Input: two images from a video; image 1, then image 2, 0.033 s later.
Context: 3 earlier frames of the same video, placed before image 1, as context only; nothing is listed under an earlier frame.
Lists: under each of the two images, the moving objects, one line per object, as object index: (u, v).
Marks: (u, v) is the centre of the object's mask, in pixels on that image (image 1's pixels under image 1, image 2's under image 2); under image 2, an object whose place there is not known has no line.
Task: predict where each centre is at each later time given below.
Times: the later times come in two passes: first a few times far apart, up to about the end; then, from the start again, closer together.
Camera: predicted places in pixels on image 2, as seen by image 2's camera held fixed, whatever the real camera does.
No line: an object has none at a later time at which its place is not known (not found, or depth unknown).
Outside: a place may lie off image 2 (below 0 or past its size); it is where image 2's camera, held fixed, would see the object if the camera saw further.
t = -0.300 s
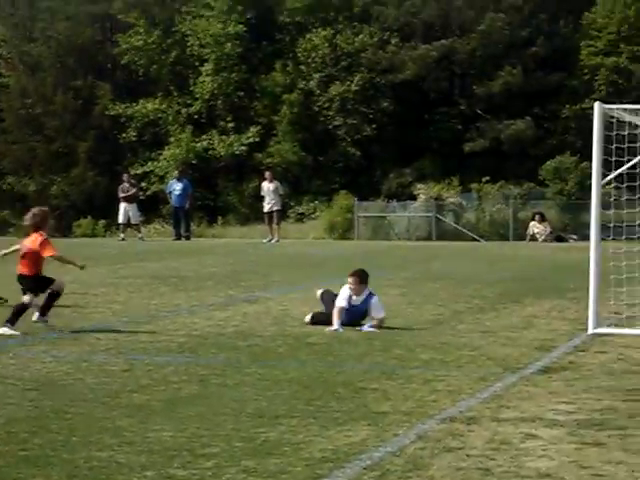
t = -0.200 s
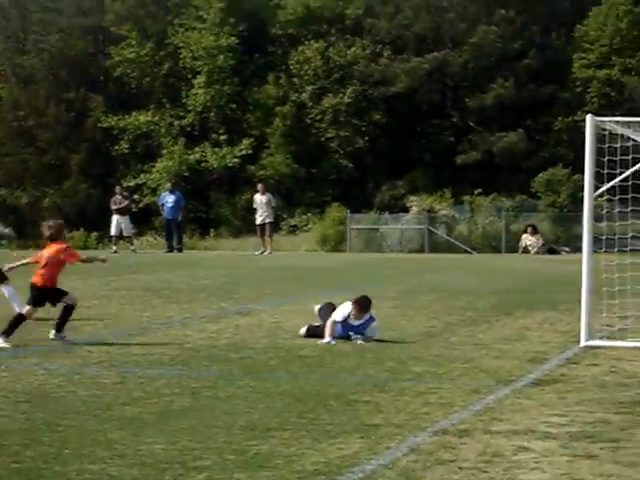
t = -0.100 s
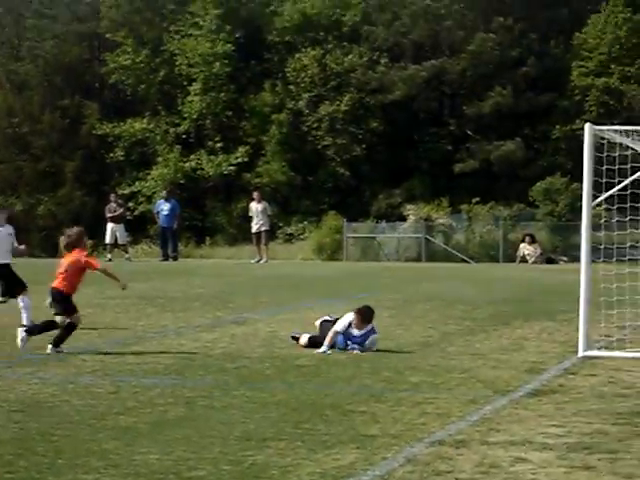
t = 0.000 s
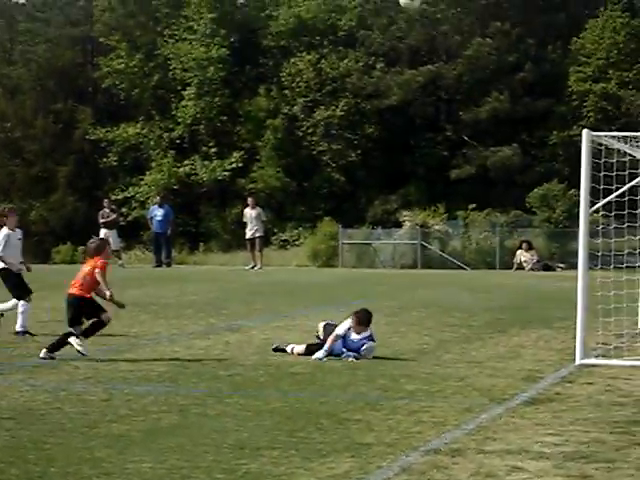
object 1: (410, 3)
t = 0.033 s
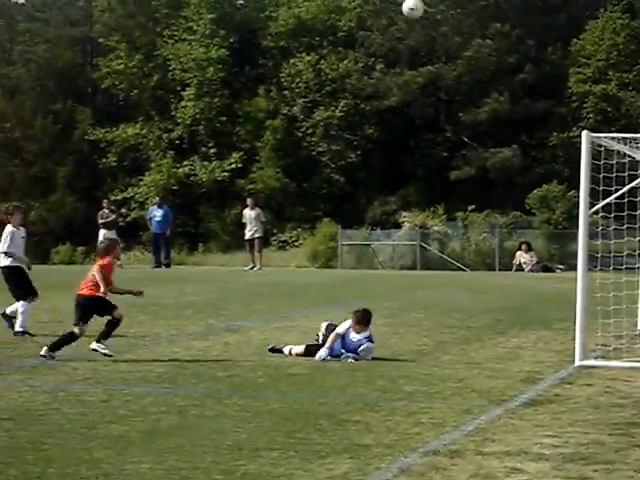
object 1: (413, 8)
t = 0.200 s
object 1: (428, 64)
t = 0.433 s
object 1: (452, 187)
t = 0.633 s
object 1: (472, 330)
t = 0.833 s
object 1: (473, 268)
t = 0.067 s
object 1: (416, 16)
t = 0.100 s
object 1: (419, 27)
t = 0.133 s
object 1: (422, 38)
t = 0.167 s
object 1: (425, 51)
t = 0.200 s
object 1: (428, 64)
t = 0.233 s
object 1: (432, 79)
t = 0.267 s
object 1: (435, 95)
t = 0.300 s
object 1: (438, 111)
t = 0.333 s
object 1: (441, 129)
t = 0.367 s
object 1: (445, 147)
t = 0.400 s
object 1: (448, 166)
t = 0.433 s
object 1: (452, 187)
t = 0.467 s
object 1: (455, 208)
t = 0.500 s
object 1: (458, 229)
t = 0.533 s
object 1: (462, 254)
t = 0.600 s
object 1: (468, 303)
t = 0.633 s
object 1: (472, 330)
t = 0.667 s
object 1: (475, 346)
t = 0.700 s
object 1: (474, 327)
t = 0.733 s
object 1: (473, 311)
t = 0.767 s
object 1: (473, 296)
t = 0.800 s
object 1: (473, 282)
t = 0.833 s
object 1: (473, 268)
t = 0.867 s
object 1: (473, 257)
